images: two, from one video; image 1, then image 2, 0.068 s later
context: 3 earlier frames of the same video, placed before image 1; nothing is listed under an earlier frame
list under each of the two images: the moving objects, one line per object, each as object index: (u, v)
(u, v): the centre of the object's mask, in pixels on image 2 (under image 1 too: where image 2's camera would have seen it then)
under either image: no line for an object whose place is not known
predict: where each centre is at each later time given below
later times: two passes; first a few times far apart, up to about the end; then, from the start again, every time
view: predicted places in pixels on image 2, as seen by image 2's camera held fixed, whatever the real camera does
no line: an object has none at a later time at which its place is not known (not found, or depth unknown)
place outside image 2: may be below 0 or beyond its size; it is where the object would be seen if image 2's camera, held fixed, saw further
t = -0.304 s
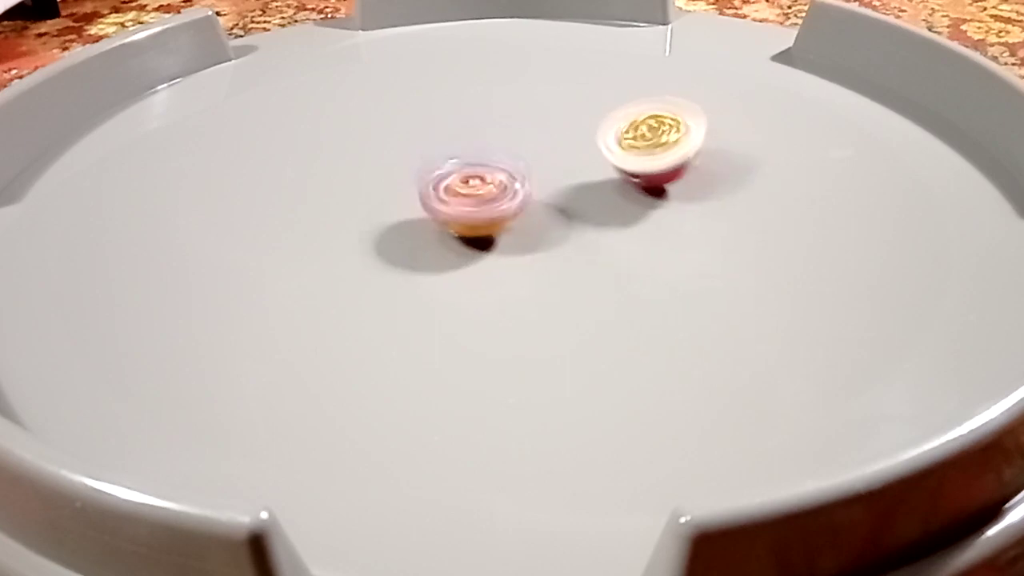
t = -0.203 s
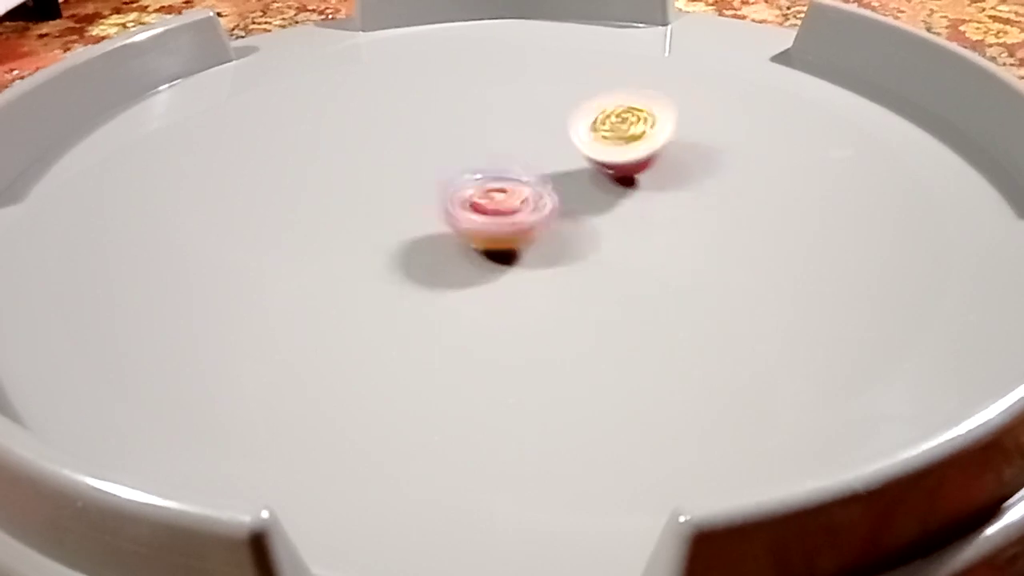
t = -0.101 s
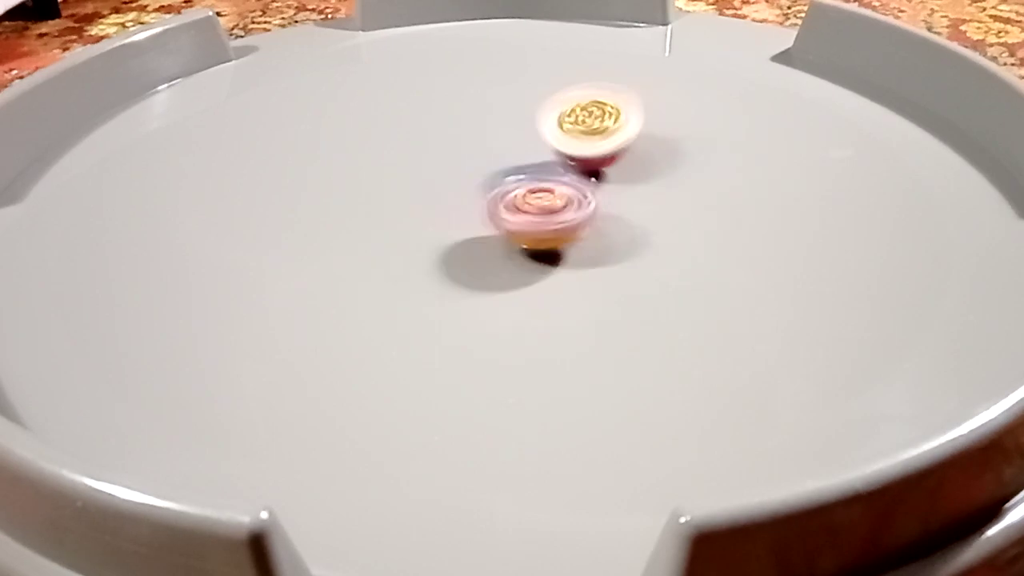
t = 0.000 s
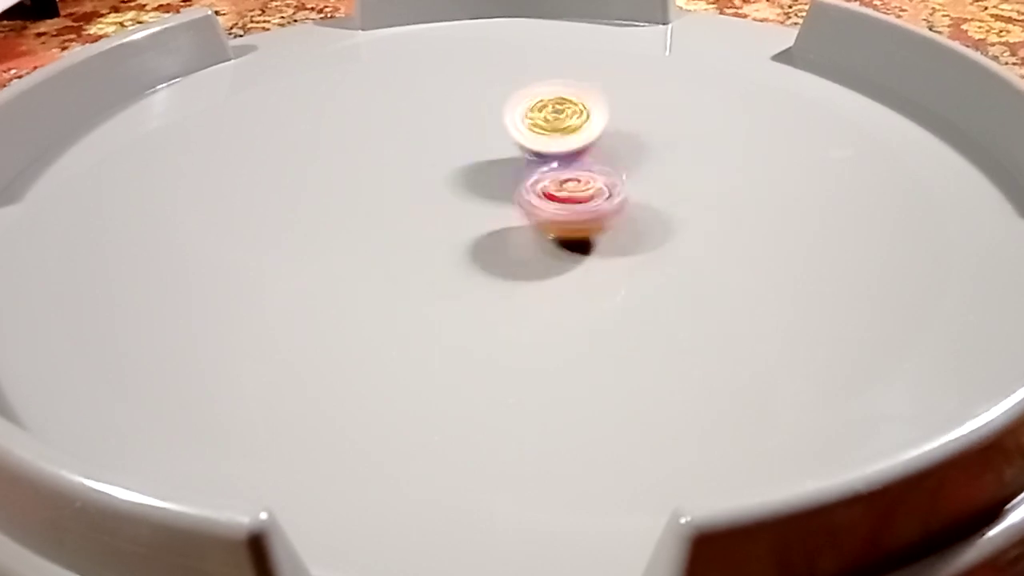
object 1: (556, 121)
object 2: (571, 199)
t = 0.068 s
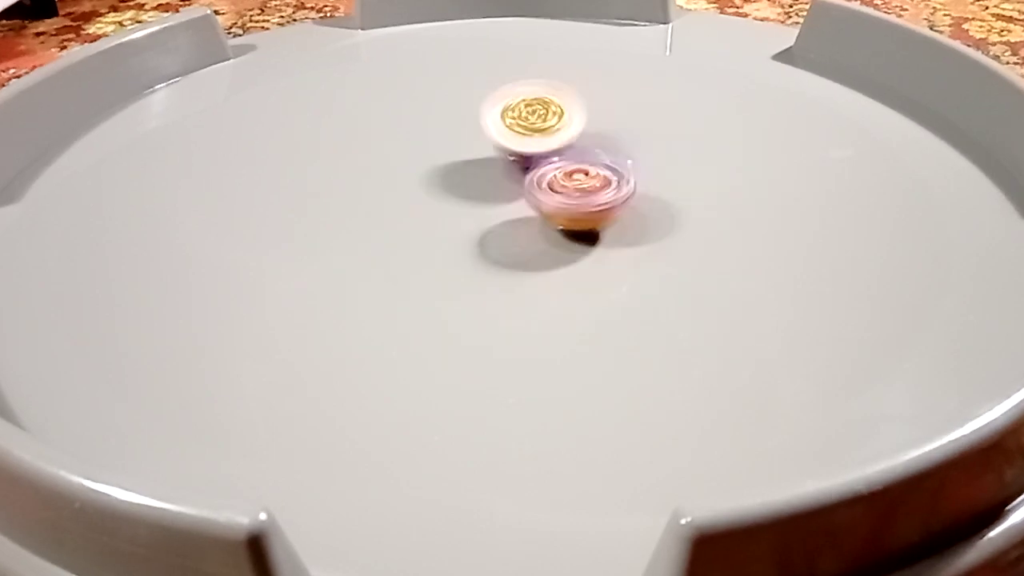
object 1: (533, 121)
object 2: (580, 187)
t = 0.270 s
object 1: (471, 135)
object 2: (565, 172)
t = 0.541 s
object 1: (337, 155)
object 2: (704, 174)
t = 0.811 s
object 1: (292, 202)
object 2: (830, 135)
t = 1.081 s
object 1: (355, 249)
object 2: (747, 131)
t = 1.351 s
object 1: (491, 245)
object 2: (620, 187)
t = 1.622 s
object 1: (497, 241)
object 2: (608, 202)
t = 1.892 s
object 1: (480, 219)
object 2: (594, 198)
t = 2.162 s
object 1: (431, 195)
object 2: (555, 180)
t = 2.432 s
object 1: (380, 185)
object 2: (497, 167)
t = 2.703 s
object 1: (309, 210)
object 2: (546, 142)
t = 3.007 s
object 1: (334, 239)
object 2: (575, 134)
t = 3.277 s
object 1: (422, 234)
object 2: (590, 141)
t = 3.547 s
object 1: (475, 195)
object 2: (584, 164)
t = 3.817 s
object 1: (391, 167)
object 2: (725, 137)
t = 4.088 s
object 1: (317, 179)
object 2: (784, 109)
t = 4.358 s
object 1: (325, 215)
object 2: (723, 130)
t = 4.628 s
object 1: (410, 220)
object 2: (623, 167)
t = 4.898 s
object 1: (434, 185)
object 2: (532, 161)
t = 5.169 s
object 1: (391, 162)
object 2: (482, 125)
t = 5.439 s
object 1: (361, 171)
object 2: (433, 118)
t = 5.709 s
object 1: (381, 190)
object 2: (436, 136)
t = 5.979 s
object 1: (432, 225)
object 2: (510, 138)
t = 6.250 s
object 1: (488, 202)
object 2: (573, 162)
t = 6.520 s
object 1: (432, 181)
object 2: (628, 182)
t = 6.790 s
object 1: (394, 191)
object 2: (638, 221)
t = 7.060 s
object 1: (420, 205)
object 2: (627, 257)
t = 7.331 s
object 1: (461, 187)
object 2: (587, 268)
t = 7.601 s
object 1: (452, 157)
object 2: (532, 263)
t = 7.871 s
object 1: (423, 157)
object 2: (482, 234)
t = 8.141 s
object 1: (402, 143)
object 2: (509, 215)
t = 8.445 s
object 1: (395, 136)
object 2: (572, 186)
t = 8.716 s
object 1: (414, 142)
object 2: (594, 166)
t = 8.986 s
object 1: (446, 131)
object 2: (598, 159)
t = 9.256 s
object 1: (450, 119)
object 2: (577, 161)
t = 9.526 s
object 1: (457, 123)
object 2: (544, 162)
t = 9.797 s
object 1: (463, 129)
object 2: (567, 164)
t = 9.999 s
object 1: (480, 131)
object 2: (575, 171)
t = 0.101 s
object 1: (522, 123)
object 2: (580, 188)
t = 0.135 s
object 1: (511, 124)
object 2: (577, 184)
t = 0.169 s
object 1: (500, 126)
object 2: (577, 179)
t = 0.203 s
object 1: (490, 129)
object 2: (573, 177)
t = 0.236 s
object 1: (480, 132)
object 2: (570, 174)
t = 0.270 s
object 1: (471, 135)
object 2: (565, 172)
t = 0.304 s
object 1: (462, 138)
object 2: (560, 170)
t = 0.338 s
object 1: (442, 139)
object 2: (568, 169)
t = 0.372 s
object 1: (413, 139)
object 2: (589, 170)
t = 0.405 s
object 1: (391, 141)
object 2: (612, 172)
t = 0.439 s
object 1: (374, 144)
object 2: (635, 172)
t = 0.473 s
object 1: (361, 147)
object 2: (659, 173)
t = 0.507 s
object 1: (348, 151)
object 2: (681, 174)
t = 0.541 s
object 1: (337, 155)
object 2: (704, 174)
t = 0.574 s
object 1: (327, 159)
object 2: (727, 173)
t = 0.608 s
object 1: (318, 165)
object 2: (746, 171)
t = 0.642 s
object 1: (310, 170)
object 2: (768, 166)
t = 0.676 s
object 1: (304, 175)
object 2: (785, 164)
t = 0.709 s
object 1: (298, 182)
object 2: (803, 159)
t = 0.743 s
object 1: (295, 188)
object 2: (815, 152)
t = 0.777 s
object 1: (292, 195)
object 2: (826, 144)
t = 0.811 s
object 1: (292, 202)
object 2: (830, 135)
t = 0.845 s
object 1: (293, 209)
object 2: (827, 130)
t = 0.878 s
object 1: (297, 216)
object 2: (824, 126)
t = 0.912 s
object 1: (302, 223)
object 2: (814, 124)
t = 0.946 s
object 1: (310, 229)
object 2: (804, 124)
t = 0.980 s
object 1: (318, 235)
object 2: (792, 123)
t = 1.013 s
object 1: (329, 240)
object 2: (779, 124)
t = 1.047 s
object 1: (341, 245)
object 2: (763, 128)
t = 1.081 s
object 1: (355, 249)
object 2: (747, 131)
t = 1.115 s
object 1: (370, 252)
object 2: (727, 137)
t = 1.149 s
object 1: (386, 254)
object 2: (709, 144)
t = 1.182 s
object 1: (403, 255)
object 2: (692, 152)
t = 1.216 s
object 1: (421, 255)
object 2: (679, 156)
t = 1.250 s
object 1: (439, 253)
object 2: (662, 164)
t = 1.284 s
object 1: (457, 254)
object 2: (648, 173)
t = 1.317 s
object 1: (475, 251)
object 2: (634, 180)
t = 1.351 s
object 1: (491, 245)
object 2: (620, 187)
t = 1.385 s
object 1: (509, 242)
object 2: (607, 195)
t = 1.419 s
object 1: (514, 237)
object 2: (601, 199)
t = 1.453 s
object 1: (504, 240)
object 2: (602, 198)
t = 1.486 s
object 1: (498, 243)
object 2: (603, 200)
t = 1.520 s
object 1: (496, 245)
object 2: (604, 200)
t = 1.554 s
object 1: (496, 244)
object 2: (608, 200)
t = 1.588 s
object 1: (497, 242)
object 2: (609, 201)
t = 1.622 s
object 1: (497, 241)
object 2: (608, 202)
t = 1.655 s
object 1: (496, 238)
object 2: (610, 202)
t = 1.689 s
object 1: (495, 236)
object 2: (610, 201)
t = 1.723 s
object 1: (494, 233)
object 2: (607, 200)
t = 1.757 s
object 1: (492, 231)
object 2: (607, 200)
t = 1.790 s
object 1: (490, 228)
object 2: (604, 201)
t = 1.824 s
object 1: (487, 225)
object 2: (600, 200)
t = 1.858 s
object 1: (484, 221)
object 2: (599, 198)
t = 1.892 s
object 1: (480, 219)
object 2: (594, 198)
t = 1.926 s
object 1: (477, 215)
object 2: (588, 197)
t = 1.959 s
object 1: (473, 212)
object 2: (583, 195)
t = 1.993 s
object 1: (468, 209)
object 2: (578, 195)
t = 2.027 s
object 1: (461, 205)
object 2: (574, 192)
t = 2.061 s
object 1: (452, 203)
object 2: (571, 189)
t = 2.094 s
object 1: (445, 200)
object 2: (565, 185)
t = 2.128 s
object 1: (438, 198)
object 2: (562, 183)
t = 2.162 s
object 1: (431, 195)
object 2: (555, 180)
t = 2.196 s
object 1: (425, 193)
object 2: (547, 177)
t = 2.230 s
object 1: (419, 191)
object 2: (540, 175)
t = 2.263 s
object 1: (414, 189)
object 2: (532, 172)
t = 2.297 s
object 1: (408, 187)
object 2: (523, 170)
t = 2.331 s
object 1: (403, 186)
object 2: (513, 170)
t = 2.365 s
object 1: (398, 185)
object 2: (504, 170)
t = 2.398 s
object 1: (394, 185)
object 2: (497, 170)
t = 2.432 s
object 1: (380, 185)
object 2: (497, 167)
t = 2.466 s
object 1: (363, 188)
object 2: (504, 165)
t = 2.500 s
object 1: (354, 191)
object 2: (511, 162)
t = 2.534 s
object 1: (343, 193)
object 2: (520, 157)
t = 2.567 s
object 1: (334, 196)
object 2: (526, 153)
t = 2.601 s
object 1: (326, 199)
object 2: (532, 151)
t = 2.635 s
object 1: (320, 202)
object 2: (536, 147)
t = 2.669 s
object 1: (314, 206)
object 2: (542, 143)
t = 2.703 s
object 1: (309, 210)
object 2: (546, 142)
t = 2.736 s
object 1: (307, 213)
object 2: (549, 139)
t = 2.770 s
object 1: (305, 218)
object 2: (554, 138)
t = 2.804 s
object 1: (304, 221)
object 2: (559, 137)
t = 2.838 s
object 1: (305, 225)
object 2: (560, 135)
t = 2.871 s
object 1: (308, 228)
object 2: (562, 134)
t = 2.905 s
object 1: (312, 232)
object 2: (567, 134)
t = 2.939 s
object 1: (318, 235)
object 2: (570, 133)
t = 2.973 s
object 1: (324, 237)
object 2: (573, 133)
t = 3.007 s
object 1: (334, 239)
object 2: (575, 134)
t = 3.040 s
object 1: (343, 241)
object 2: (578, 135)
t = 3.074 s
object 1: (353, 242)
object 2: (579, 132)
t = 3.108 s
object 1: (364, 242)
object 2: (582, 134)
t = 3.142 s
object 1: (375, 242)
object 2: (585, 136)
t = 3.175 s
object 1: (387, 241)
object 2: (585, 137)
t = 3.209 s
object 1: (399, 239)
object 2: (587, 138)
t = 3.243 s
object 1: (410, 237)
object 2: (588, 140)
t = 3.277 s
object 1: (422, 234)
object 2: (590, 141)
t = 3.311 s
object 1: (432, 231)
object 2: (588, 144)
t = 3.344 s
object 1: (441, 227)
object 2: (590, 147)
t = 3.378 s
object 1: (450, 222)
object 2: (590, 148)
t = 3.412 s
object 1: (457, 217)
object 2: (589, 152)
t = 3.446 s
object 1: (463, 211)
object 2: (588, 155)
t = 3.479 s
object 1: (468, 206)
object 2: (588, 158)
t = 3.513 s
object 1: (471, 199)
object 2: (587, 161)
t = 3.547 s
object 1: (475, 195)
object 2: (584, 164)
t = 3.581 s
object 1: (478, 188)
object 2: (581, 168)
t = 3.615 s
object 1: (479, 181)
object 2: (582, 171)
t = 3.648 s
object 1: (460, 178)
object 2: (600, 164)
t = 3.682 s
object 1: (438, 176)
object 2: (634, 159)
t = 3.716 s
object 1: (423, 174)
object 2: (659, 156)
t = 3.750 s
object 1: (411, 171)
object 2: (674, 149)
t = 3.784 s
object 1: (401, 169)
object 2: (703, 146)
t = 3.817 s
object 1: (391, 167)
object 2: (725, 137)
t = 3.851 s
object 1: (380, 166)
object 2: (736, 133)
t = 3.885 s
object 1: (369, 166)
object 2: (751, 127)
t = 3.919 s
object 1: (359, 167)
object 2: (759, 126)
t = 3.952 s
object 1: (349, 168)
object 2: (769, 121)
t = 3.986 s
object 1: (339, 170)
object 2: (777, 119)
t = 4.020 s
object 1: (331, 173)
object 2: (782, 115)
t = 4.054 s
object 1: (323, 176)
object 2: (785, 112)
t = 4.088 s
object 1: (317, 179)
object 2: (784, 109)
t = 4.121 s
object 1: (313, 183)
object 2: (783, 109)
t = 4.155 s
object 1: (310, 187)
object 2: (777, 108)
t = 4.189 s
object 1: (308, 192)
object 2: (771, 110)
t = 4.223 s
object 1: (307, 197)
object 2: (763, 113)
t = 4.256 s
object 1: (309, 202)
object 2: (755, 115)
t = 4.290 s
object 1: (312, 207)
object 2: (746, 117)
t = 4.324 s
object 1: (318, 211)
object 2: (734, 124)
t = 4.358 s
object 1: (325, 215)
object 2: (723, 130)
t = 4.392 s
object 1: (333, 218)
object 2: (710, 135)
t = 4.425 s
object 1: (342, 222)
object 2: (699, 140)
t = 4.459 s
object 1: (352, 223)
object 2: (686, 145)
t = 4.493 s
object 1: (363, 224)
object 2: (675, 148)
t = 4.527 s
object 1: (375, 224)
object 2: (662, 153)
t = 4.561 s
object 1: (388, 224)
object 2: (650, 156)
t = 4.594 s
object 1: (399, 222)
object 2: (637, 162)
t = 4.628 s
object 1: (410, 220)
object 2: (623, 167)
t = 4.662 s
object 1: (420, 217)
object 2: (610, 167)
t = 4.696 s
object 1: (429, 210)
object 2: (594, 168)
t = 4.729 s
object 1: (438, 208)
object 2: (580, 170)
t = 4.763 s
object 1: (445, 201)
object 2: (565, 172)
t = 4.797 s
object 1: (451, 197)
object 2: (549, 172)
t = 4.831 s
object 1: (448, 190)
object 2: (541, 173)
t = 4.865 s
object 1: (439, 187)
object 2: (538, 167)
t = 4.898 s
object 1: (434, 185)
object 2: (532, 161)
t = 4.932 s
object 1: (433, 180)
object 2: (528, 155)
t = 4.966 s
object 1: (428, 176)
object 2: (521, 149)
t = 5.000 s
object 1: (421, 171)
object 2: (514, 144)
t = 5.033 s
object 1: (416, 169)
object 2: (509, 142)
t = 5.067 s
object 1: (410, 167)
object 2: (503, 137)
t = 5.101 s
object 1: (404, 165)
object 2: (496, 132)
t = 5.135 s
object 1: (397, 163)
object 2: (488, 128)
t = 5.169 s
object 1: (391, 162)
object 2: (482, 125)
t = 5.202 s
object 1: (385, 162)
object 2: (476, 123)
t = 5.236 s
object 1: (380, 163)
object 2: (469, 121)
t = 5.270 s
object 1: (375, 163)
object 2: (463, 119)
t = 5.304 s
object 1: (371, 164)
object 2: (454, 116)
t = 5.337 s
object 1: (367, 165)
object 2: (448, 115)
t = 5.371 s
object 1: (364, 167)
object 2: (440, 115)
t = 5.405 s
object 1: (362, 169)
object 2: (437, 116)
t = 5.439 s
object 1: (361, 171)
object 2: (433, 118)
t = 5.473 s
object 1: (361, 173)
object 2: (427, 118)
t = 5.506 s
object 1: (362, 176)
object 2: (424, 119)
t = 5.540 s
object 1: (364, 178)
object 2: (421, 122)
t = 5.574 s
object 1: (367, 180)
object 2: (422, 123)
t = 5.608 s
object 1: (370, 181)
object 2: (425, 127)
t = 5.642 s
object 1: (376, 184)
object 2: (423, 129)
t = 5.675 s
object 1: (381, 185)
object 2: (425, 134)
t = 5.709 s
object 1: (381, 190)
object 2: (436, 136)
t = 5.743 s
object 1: (382, 199)
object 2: (444, 138)
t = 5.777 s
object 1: (386, 207)
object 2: (449, 138)
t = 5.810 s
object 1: (392, 211)
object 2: (456, 137)
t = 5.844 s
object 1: (398, 217)
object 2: (471, 137)
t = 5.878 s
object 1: (404, 220)
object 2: (483, 137)
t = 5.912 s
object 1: (412, 222)
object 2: (489, 134)
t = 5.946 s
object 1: (422, 224)
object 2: (496, 138)
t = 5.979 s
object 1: (432, 225)
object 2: (510, 138)
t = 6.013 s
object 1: (441, 225)
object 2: (521, 138)
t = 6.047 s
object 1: (451, 223)
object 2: (526, 140)
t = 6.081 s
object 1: (460, 220)
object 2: (534, 144)
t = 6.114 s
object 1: (469, 217)
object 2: (545, 145)
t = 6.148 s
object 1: (475, 215)
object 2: (554, 149)
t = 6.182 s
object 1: (479, 210)
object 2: (559, 151)
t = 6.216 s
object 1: (483, 204)
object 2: (566, 158)
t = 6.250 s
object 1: (488, 202)
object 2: (573, 162)
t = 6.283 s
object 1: (487, 195)
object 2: (577, 166)
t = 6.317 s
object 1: (474, 193)
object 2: (585, 168)
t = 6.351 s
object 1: (463, 195)
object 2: (596, 167)
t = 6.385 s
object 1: (458, 192)
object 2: (607, 169)
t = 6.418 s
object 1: (454, 188)
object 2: (612, 173)
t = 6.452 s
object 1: (449, 184)
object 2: (616, 178)
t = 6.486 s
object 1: (441, 182)
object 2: (623, 180)
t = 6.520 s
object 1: (432, 181)
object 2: (628, 182)
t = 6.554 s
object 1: (426, 181)
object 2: (628, 188)
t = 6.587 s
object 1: (420, 181)
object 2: (633, 193)
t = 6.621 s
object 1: (414, 181)
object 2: (638, 195)
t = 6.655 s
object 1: (407, 182)
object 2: (636, 201)
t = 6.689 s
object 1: (402, 184)
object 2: (637, 206)
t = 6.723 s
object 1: (399, 185)
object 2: (641, 210)
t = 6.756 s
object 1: (396, 189)
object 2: (640, 215)
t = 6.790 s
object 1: (394, 191)
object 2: (638, 221)
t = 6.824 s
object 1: (393, 193)
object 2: (640, 225)
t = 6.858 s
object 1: (394, 197)
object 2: (637, 230)
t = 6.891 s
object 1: (397, 199)
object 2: (634, 236)
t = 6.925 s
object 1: (399, 201)
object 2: (635, 240)
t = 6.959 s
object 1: (403, 204)
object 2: (633, 245)
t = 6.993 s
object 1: (408, 204)
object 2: (629, 250)
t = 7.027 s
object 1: (414, 205)
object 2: (626, 256)
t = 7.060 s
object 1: (420, 205)
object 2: (627, 257)
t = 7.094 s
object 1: (427, 204)
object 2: (623, 260)
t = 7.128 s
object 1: (434, 204)
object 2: (619, 263)
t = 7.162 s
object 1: (440, 203)
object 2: (618, 264)
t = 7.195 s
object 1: (446, 199)
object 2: (612, 268)
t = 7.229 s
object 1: (451, 197)
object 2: (605, 268)
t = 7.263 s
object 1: (456, 194)
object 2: (602, 270)
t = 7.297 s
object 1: (459, 190)
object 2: (595, 269)
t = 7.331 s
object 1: (461, 187)
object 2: (587, 268)
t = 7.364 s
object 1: (462, 182)
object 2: (583, 269)
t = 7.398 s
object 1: (463, 177)
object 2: (573, 269)
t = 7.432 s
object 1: (463, 174)
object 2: (566, 266)
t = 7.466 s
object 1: (462, 169)
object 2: (562, 268)
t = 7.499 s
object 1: (460, 167)
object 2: (552, 267)
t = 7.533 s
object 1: (457, 162)
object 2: (544, 263)
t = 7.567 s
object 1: (454, 159)
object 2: (540, 265)
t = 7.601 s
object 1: (452, 157)
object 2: (532, 263)
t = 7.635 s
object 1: (448, 155)
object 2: (525, 256)
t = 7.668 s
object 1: (443, 153)
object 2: (518, 256)
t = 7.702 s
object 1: (439, 153)
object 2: (511, 255)
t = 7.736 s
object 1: (435, 152)
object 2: (506, 251)
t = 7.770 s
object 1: (431, 153)
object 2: (494, 247)
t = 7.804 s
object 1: (428, 153)
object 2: (494, 243)
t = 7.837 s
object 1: (425, 154)
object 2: (490, 240)
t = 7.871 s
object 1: (423, 157)
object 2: (482, 234)
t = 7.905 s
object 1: (421, 158)
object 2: (482, 231)
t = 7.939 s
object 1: (420, 158)
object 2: (479, 228)
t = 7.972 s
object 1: (420, 158)
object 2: (476, 222)
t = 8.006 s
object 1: (421, 159)
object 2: (477, 216)
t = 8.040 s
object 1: (414, 155)
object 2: (486, 215)
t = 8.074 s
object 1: (412, 154)
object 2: (491, 216)
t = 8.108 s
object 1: (405, 146)
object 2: (501, 216)
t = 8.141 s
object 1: (402, 143)
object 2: (509, 215)
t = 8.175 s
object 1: (399, 141)
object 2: (520, 210)
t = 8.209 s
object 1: (397, 140)
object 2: (525, 207)
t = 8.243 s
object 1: (398, 137)
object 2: (529, 208)
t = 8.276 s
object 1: (399, 137)
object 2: (541, 203)
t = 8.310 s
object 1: (396, 136)
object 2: (546, 199)
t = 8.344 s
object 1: (393, 135)
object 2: (552, 199)
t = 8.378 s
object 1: (392, 136)
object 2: (558, 193)
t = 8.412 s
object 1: (394, 136)
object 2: (565, 190)
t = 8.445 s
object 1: (395, 136)
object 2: (572, 186)
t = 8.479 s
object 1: (395, 137)
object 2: (574, 185)
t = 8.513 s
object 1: (394, 137)
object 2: (584, 182)
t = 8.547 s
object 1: (396, 139)
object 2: (583, 177)
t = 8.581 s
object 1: (400, 139)
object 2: (588, 176)
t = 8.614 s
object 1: (403, 142)
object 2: (590, 170)
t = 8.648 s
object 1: (407, 143)
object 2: (588, 169)
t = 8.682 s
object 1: (410, 142)
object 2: (591, 166)
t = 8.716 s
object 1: (414, 142)
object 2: (594, 166)
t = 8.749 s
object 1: (419, 143)
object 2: (597, 164)
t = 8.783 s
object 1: (424, 142)
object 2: (591, 164)
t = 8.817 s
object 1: (428, 141)
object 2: (595, 160)
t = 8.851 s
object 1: (432, 138)
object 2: (595, 159)
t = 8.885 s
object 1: (435, 137)
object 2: (593, 160)
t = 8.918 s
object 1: (440, 135)
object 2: (590, 157)
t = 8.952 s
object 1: (443, 132)
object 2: (592, 156)
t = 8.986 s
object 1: (446, 131)
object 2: (598, 159)
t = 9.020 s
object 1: (447, 128)
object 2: (591, 159)
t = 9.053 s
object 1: (449, 127)
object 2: (592, 159)
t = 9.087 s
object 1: (449, 124)
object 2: (589, 160)
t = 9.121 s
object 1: (450, 123)
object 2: (590, 159)
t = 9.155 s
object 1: (450, 121)
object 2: (583, 160)
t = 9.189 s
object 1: (450, 120)
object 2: (586, 159)
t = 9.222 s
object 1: (450, 119)
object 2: (584, 159)
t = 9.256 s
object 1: (450, 119)
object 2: (577, 161)
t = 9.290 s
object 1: (450, 118)
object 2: (575, 162)
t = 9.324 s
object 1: (450, 118)
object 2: (571, 161)
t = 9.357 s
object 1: (451, 119)
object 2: (572, 162)
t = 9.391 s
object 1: (451, 120)
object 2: (560, 163)
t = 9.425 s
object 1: (452, 120)
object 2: (560, 162)
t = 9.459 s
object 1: (453, 121)
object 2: (556, 163)
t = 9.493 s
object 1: (455, 122)
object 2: (557, 165)
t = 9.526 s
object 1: (457, 123)
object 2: (544, 162)
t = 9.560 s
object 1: (460, 124)
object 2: (541, 160)
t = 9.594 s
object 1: (459, 124)
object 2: (541, 164)
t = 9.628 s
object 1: (454, 123)
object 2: (549, 162)
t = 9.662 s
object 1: (452, 124)
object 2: (557, 160)
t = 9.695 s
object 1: (456, 125)
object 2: (556, 163)
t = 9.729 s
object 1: (462, 126)
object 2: (562, 162)
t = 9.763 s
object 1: (464, 126)
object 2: (565, 163)
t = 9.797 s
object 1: (463, 129)
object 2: (567, 164)
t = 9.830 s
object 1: (461, 129)
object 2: (572, 163)
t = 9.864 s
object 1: (461, 129)
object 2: (570, 165)
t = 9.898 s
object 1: (464, 129)
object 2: (575, 167)
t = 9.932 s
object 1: (470, 129)
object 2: (574, 167)
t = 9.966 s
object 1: (476, 129)
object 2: (574, 170)
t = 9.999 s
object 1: (480, 131)
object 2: (575, 171)
